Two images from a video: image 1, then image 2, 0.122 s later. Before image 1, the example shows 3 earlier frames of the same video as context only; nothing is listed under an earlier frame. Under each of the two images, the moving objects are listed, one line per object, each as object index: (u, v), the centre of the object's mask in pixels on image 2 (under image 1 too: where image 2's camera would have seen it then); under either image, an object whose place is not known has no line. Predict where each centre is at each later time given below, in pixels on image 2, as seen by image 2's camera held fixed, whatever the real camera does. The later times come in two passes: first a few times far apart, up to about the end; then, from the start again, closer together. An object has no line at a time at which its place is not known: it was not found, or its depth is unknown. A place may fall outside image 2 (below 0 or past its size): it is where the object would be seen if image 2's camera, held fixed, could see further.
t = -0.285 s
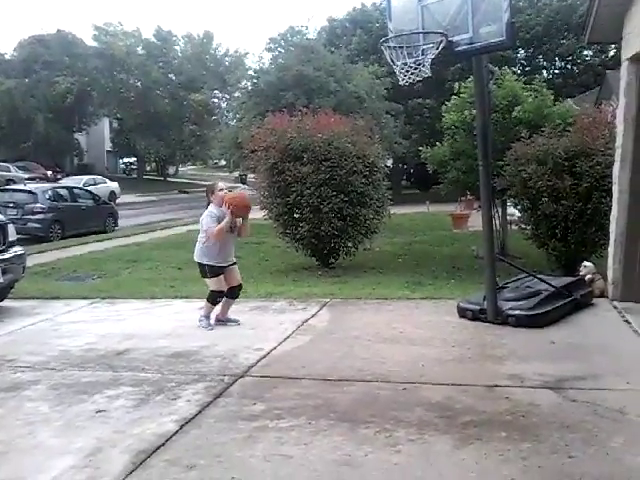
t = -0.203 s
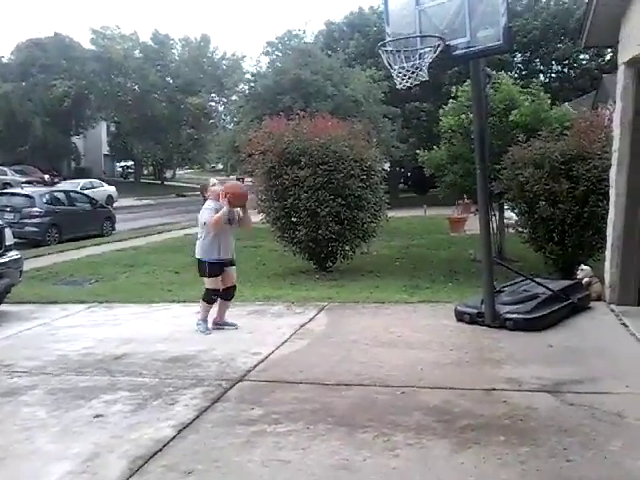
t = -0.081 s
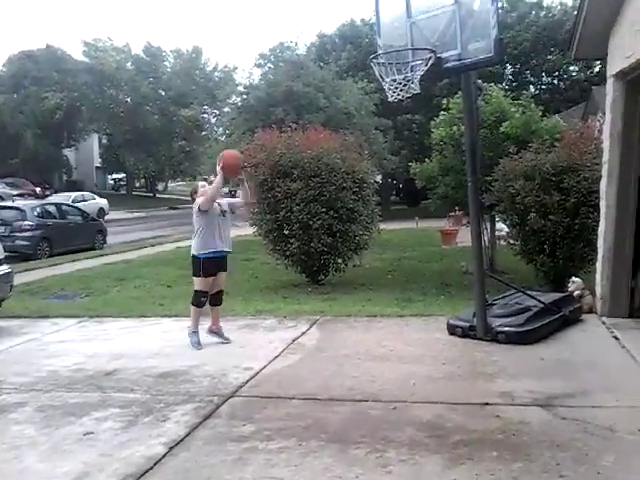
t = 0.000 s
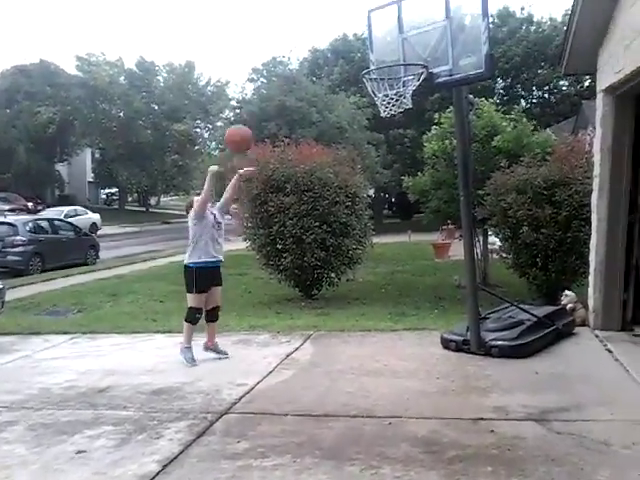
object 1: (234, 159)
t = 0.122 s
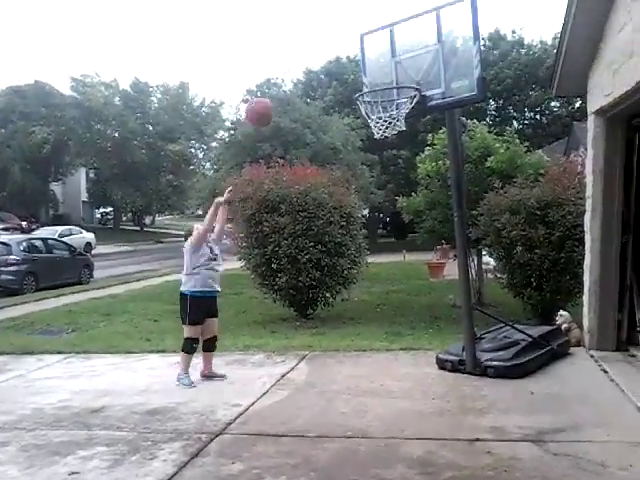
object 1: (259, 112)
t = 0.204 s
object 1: (278, 91)
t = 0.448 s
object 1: (339, 68)
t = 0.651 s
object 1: (386, 105)
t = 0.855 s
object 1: (408, 141)
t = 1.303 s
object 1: (405, 357)
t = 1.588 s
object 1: (361, 255)
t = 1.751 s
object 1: (334, 215)
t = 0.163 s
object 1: (268, 102)
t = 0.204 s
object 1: (278, 91)
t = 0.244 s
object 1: (289, 81)
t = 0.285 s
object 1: (301, 74)
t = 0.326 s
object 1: (309, 69)
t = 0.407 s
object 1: (327, 66)
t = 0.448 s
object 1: (339, 68)
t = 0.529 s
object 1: (360, 75)
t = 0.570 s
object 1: (371, 80)
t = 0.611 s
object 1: (382, 93)
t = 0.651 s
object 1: (386, 105)
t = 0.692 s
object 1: (402, 117)
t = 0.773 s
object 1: (407, 136)
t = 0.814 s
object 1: (407, 136)
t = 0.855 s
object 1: (408, 141)
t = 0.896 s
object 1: (408, 148)
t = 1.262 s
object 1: (405, 326)
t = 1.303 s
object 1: (405, 357)
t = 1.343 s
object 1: (403, 381)
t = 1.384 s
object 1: (396, 353)
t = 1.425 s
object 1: (389, 329)
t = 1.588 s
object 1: (361, 255)
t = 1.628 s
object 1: (354, 242)
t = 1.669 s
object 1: (347, 231)
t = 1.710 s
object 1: (340, 222)
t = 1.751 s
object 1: (334, 215)
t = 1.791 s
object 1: (327, 210)
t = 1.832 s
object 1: (320, 206)
